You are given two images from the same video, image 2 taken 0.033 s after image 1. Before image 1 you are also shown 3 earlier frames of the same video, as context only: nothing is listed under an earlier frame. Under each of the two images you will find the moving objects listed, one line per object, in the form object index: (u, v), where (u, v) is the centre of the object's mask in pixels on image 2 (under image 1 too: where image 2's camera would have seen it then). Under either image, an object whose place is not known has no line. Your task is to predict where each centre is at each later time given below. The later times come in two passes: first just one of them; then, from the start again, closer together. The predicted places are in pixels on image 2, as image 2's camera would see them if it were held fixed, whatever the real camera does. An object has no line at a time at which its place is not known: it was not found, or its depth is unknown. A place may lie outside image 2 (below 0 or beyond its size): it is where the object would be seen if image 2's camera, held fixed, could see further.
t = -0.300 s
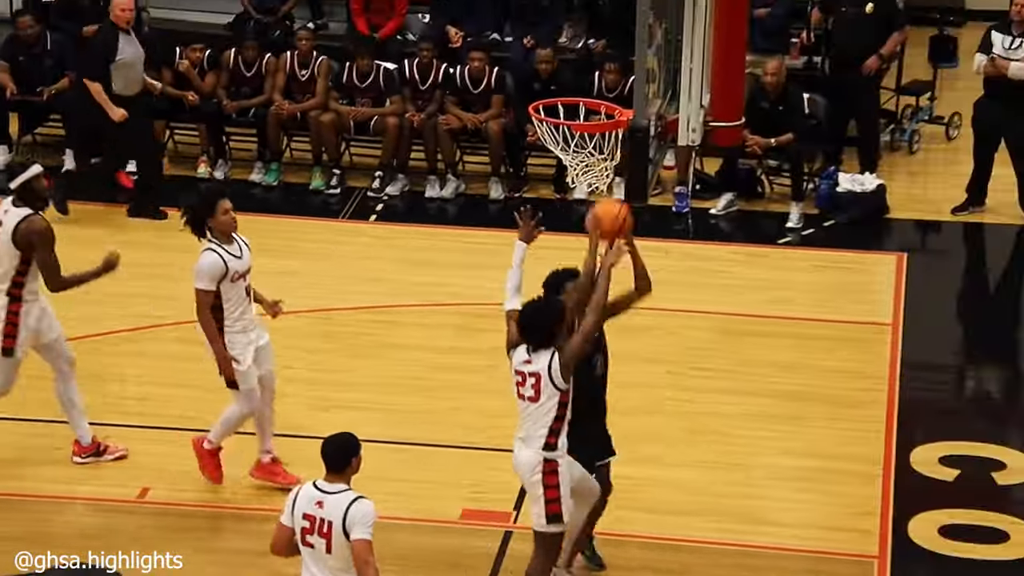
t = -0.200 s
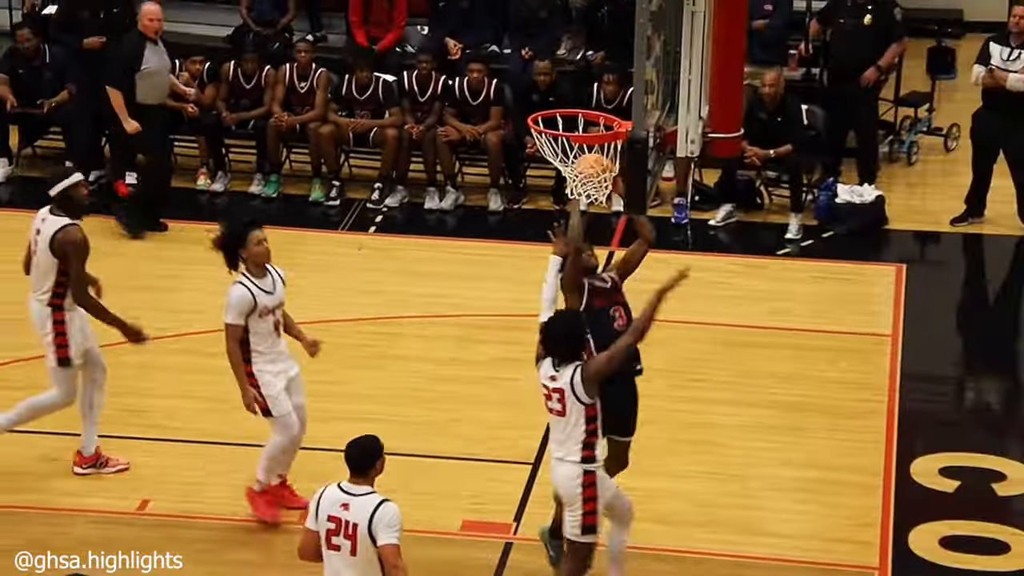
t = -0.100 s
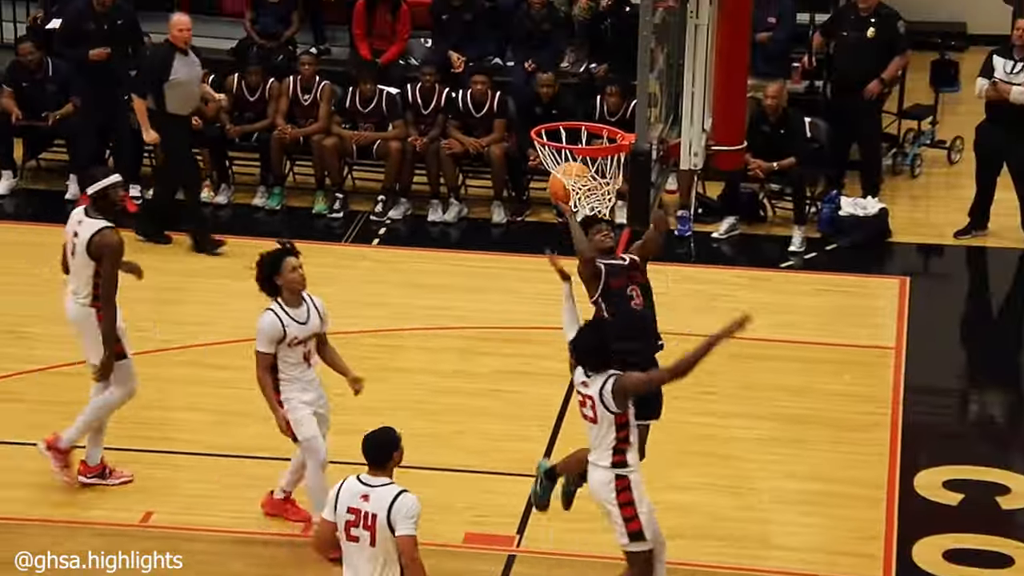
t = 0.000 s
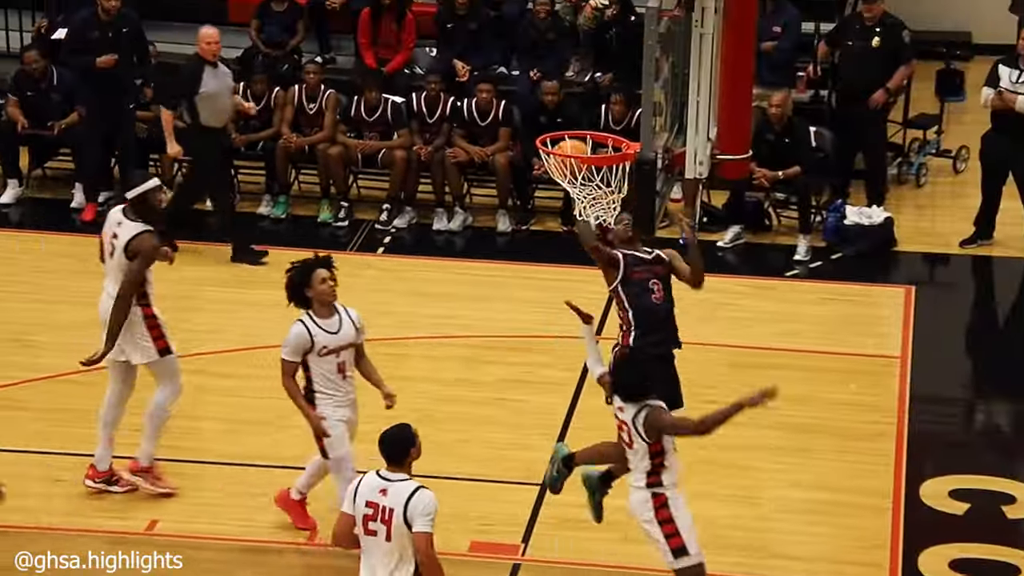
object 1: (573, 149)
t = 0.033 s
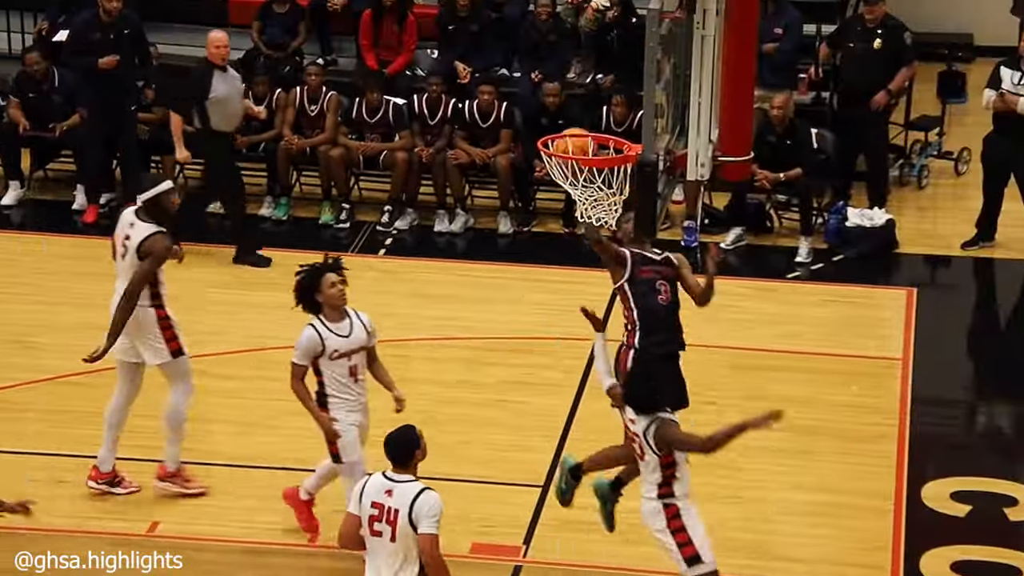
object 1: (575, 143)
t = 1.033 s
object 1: (565, 160)
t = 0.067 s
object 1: (578, 135)
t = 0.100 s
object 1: (586, 119)
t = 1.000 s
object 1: (575, 149)
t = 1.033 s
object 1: (565, 160)
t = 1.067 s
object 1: (559, 170)
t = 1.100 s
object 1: (553, 176)
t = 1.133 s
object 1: (549, 177)
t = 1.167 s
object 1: (548, 176)
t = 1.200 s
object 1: (550, 175)
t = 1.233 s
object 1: (554, 175)
